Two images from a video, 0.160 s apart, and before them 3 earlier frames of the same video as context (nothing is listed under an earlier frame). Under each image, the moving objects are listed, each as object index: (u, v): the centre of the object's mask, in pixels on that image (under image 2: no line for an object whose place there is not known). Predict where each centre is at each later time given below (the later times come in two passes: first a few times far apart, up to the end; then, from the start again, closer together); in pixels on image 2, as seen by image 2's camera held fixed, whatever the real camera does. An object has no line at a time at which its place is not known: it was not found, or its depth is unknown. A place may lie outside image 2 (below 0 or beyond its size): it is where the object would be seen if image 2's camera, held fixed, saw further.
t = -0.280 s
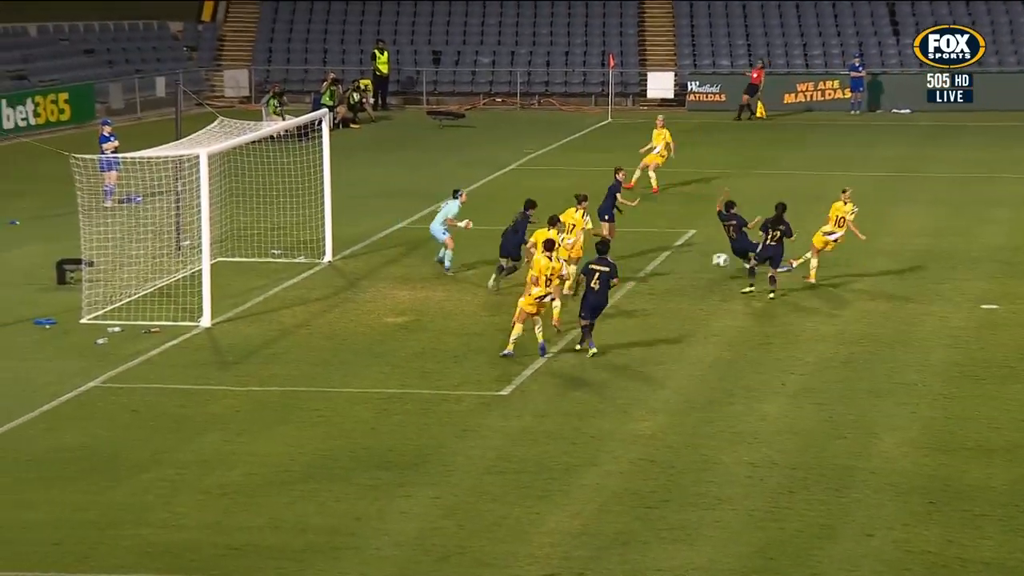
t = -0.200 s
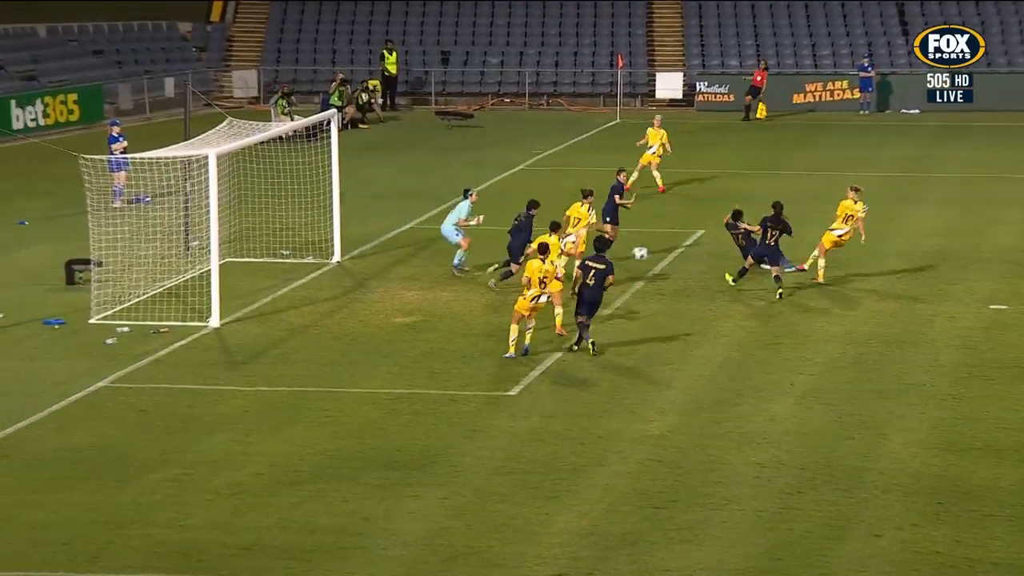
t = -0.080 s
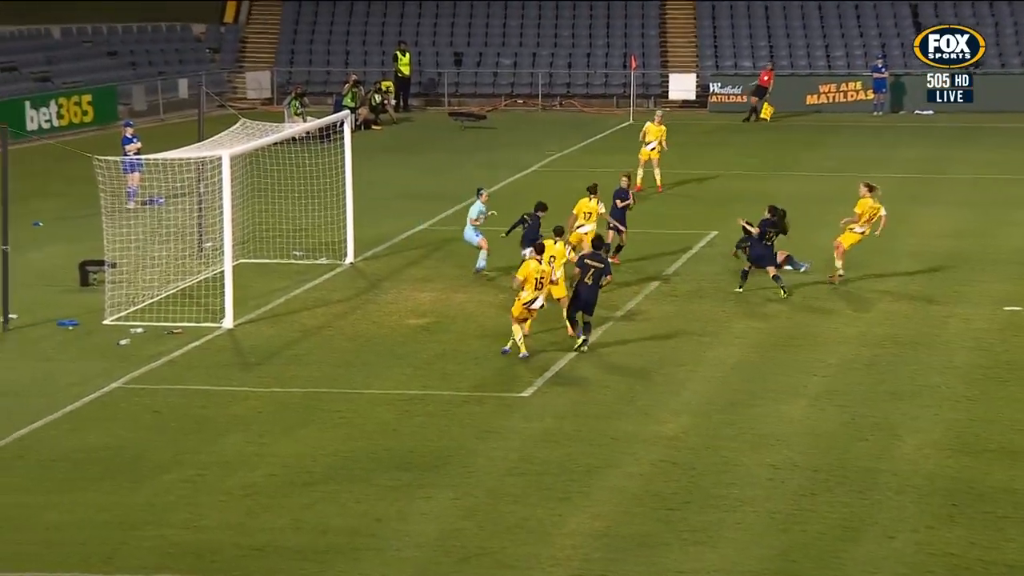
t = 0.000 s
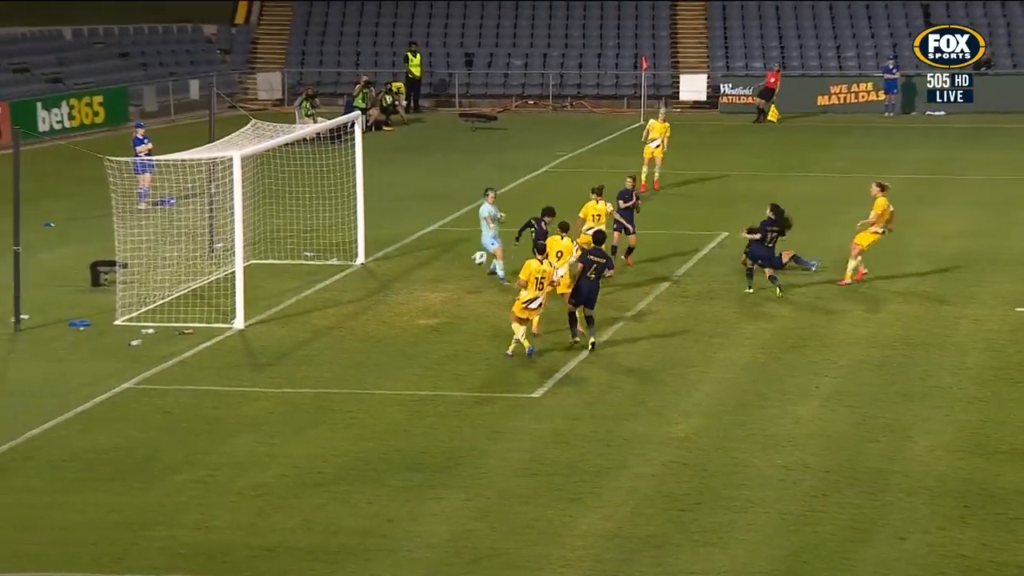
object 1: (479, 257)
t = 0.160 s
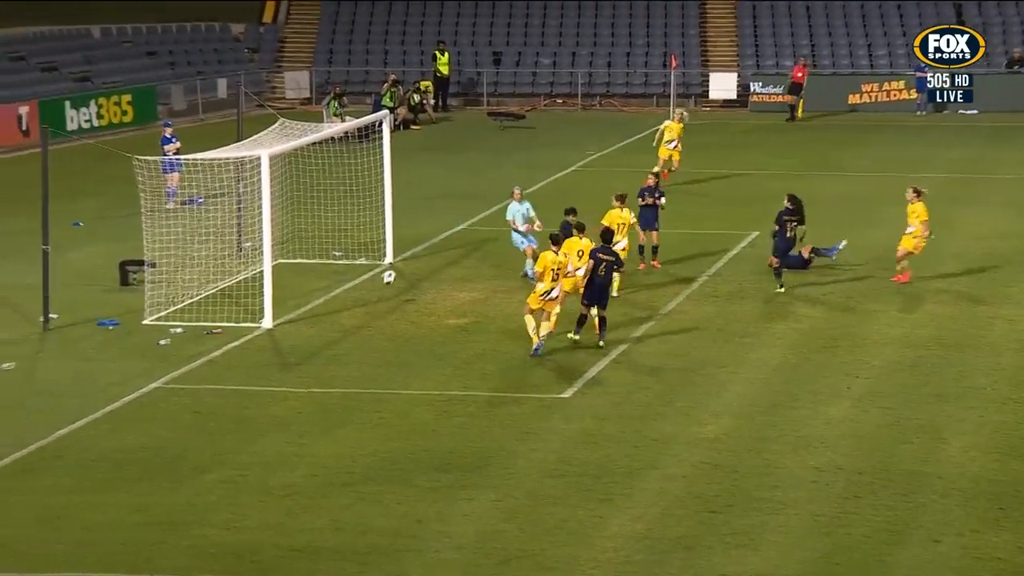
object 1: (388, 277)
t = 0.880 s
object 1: (164, 263)
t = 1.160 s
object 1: (192, 292)
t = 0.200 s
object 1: (361, 284)
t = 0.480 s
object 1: (183, 296)
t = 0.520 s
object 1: (160, 296)
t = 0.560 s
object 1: (148, 293)
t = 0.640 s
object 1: (147, 279)
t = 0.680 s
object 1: (149, 273)
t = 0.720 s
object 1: (151, 268)
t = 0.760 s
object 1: (153, 265)
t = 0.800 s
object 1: (156, 264)
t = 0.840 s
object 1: (160, 263)
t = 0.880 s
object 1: (164, 263)
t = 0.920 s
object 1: (167, 265)
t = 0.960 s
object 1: (172, 267)
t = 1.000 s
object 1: (175, 270)
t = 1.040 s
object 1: (178, 275)
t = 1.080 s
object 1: (183, 279)
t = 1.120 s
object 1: (187, 286)
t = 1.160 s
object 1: (192, 292)
